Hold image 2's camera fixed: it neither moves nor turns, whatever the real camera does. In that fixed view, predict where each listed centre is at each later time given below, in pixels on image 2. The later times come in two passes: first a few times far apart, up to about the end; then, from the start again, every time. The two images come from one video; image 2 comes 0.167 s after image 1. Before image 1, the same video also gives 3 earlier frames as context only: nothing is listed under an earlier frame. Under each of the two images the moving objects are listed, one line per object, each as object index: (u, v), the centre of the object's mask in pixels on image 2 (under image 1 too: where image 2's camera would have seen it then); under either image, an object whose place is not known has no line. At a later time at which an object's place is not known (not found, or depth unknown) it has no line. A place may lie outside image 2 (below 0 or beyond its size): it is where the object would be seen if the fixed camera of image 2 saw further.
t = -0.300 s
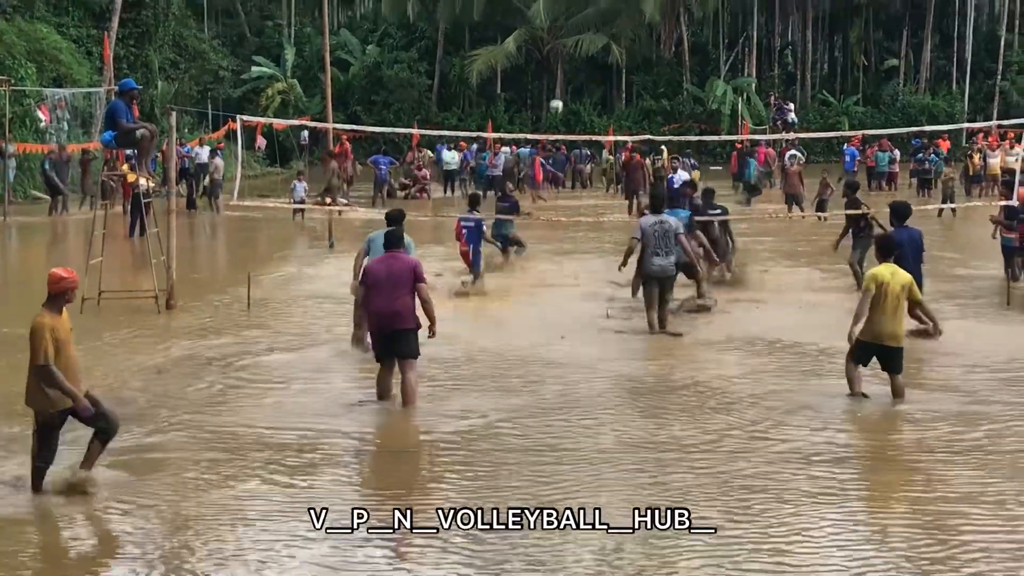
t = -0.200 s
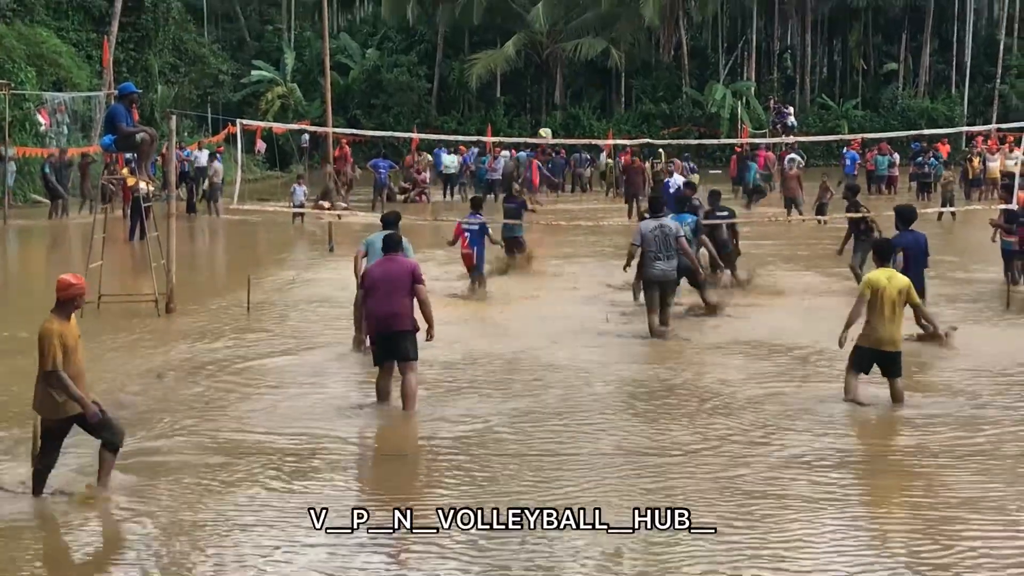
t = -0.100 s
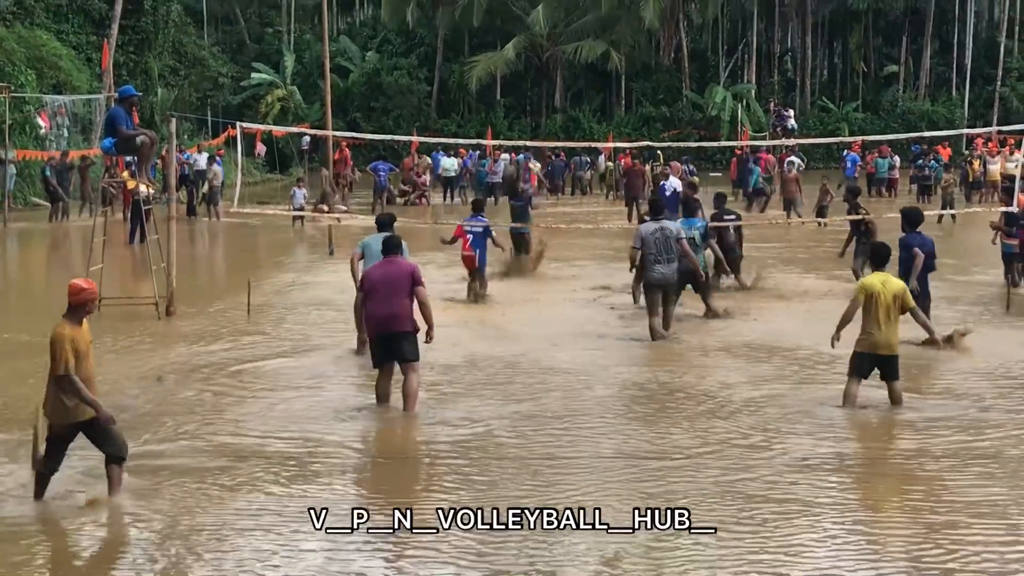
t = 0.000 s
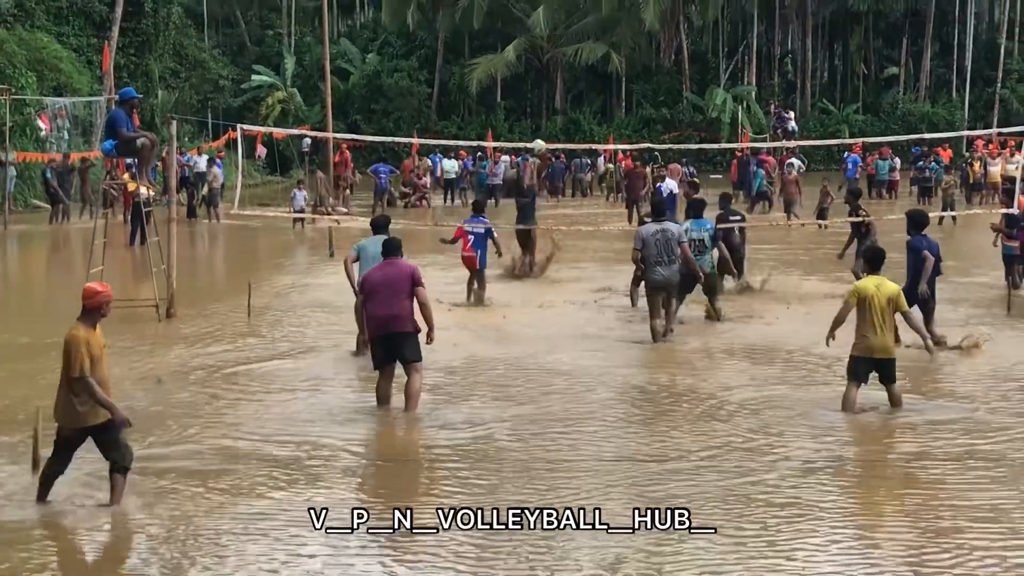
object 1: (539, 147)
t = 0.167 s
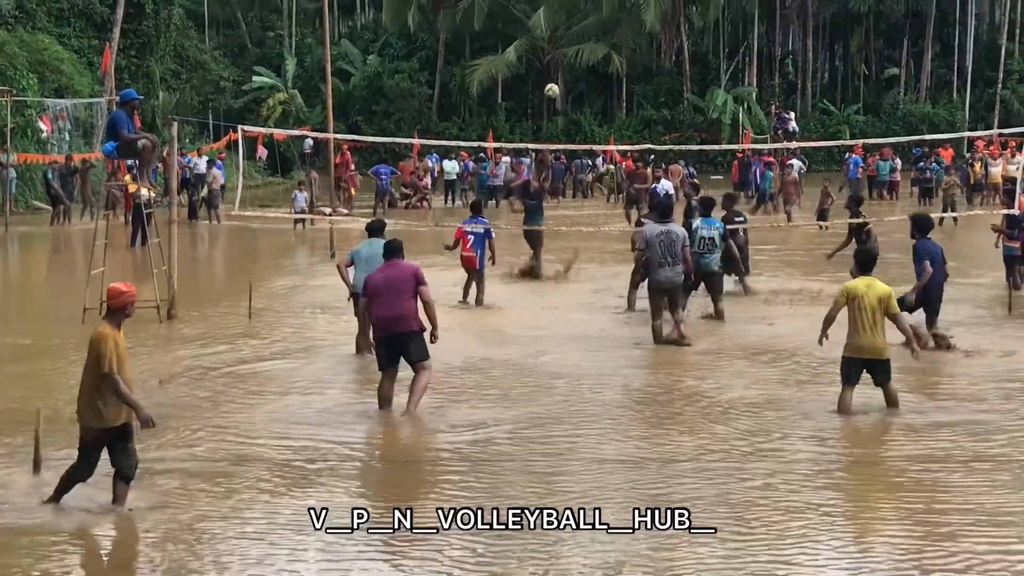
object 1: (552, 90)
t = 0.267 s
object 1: (559, 64)
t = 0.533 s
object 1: (581, 26)
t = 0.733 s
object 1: (597, 32)
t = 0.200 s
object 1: (554, 81)
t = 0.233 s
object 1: (557, 72)
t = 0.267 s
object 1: (559, 64)
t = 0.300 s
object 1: (562, 57)
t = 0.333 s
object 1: (565, 50)
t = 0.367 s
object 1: (567, 44)
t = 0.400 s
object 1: (570, 39)
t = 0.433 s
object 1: (572, 34)
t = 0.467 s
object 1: (575, 32)
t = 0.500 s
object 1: (578, 28)
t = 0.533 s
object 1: (581, 26)
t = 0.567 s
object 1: (584, 25)
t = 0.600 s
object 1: (587, 24)
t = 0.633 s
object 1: (589, 25)
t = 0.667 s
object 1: (592, 27)
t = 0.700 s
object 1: (595, 28)
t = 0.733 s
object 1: (597, 32)
